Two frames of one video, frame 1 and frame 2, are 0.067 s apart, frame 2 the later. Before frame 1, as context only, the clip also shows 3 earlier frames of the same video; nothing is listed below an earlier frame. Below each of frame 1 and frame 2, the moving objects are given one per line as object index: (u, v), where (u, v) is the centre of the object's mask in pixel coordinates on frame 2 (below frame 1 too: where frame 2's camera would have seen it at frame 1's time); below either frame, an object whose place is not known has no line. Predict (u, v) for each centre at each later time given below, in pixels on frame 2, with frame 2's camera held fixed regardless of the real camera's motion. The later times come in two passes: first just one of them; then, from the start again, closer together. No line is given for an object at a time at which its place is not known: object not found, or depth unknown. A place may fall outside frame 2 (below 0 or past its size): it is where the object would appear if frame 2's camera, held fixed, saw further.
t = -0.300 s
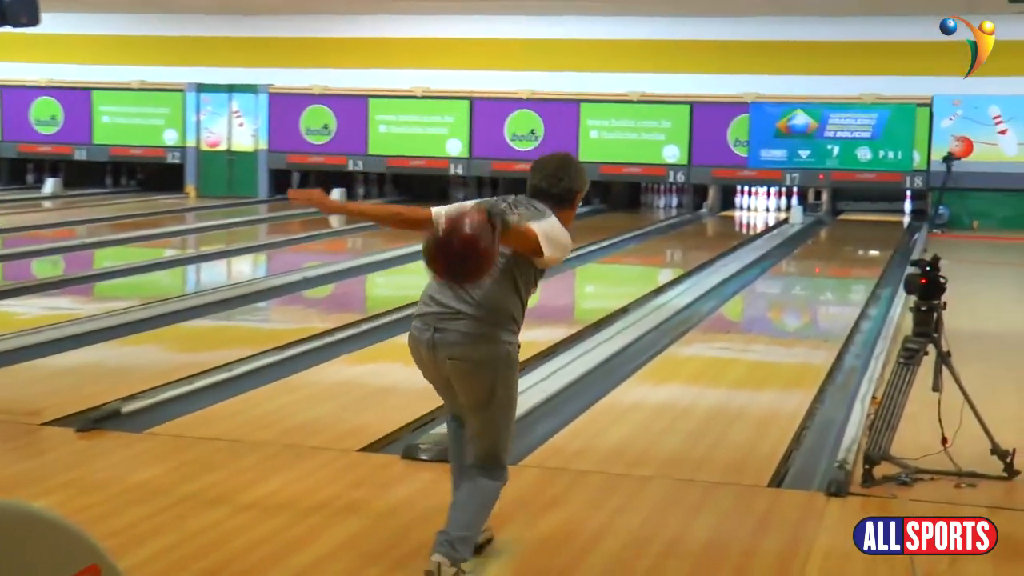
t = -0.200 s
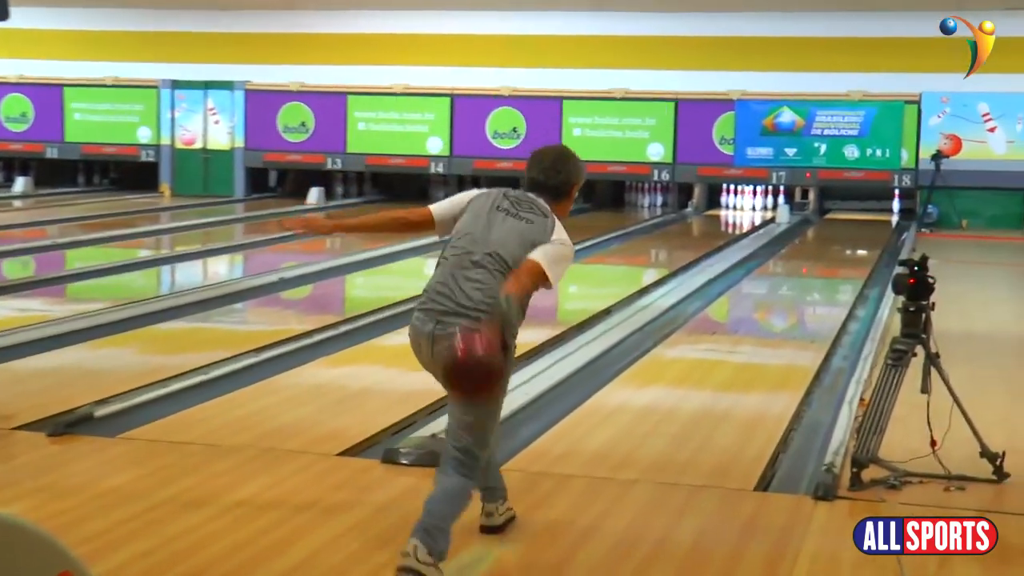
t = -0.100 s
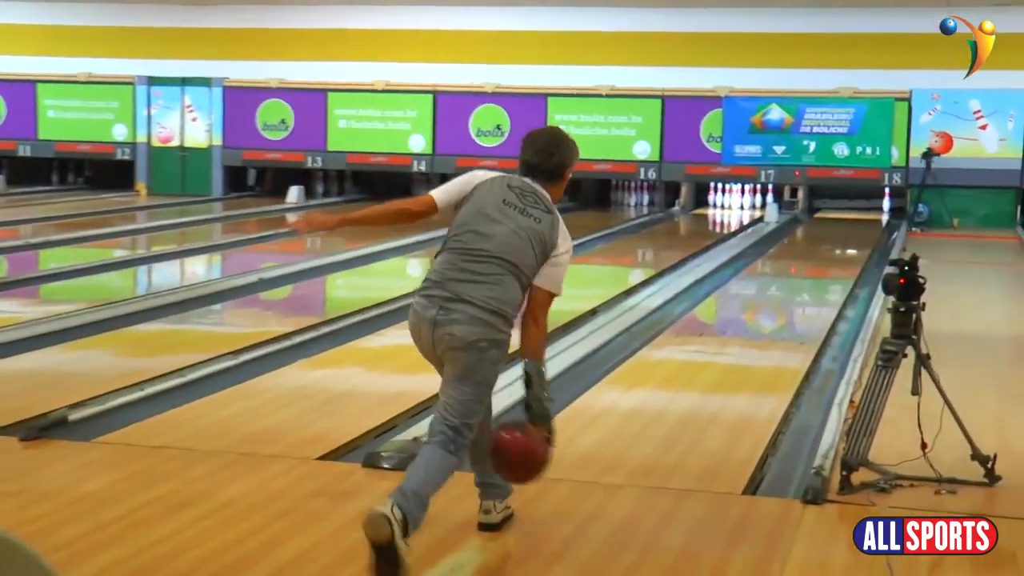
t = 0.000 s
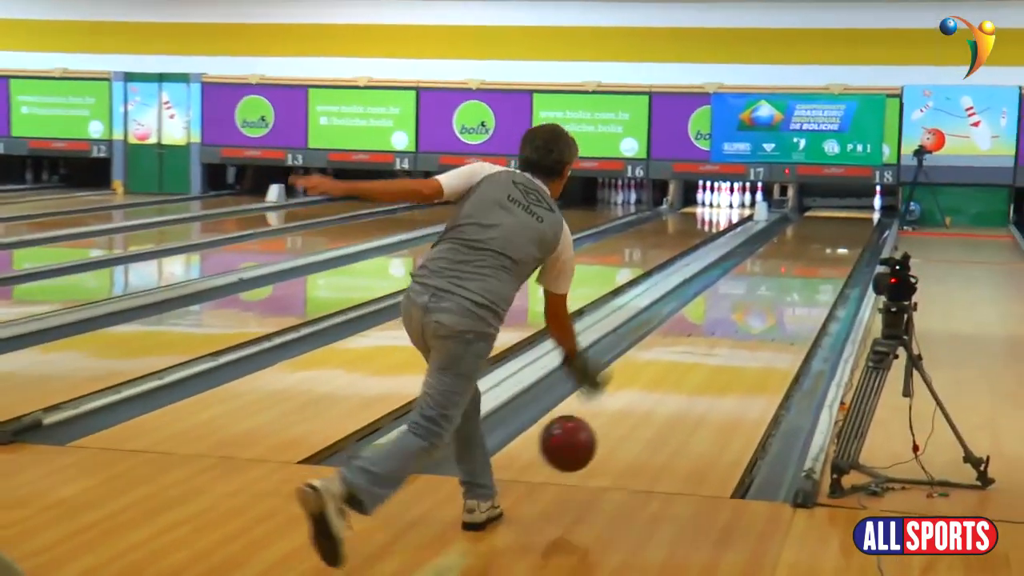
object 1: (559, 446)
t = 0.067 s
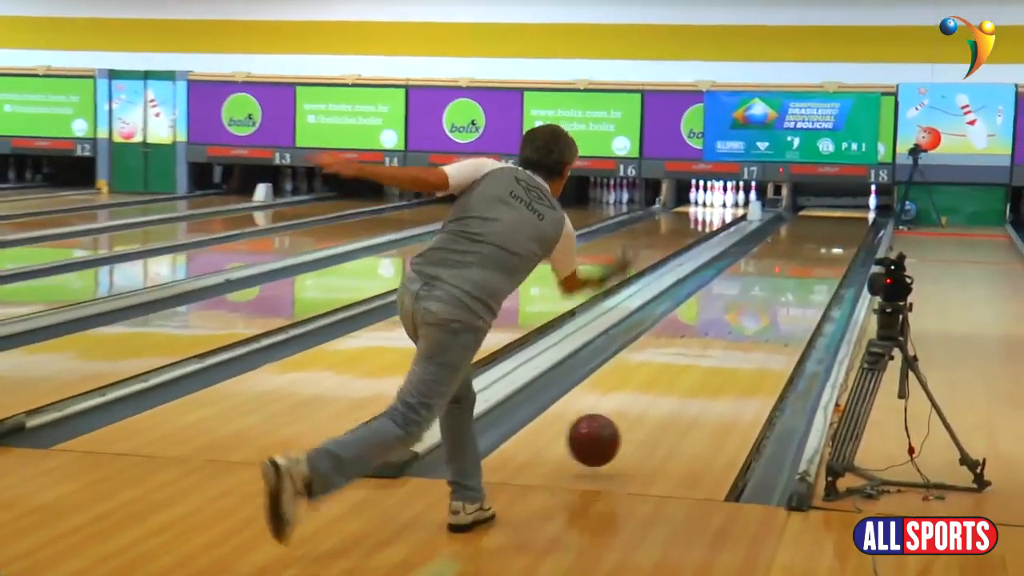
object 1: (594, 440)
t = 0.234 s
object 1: (660, 395)
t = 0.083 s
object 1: (601, 440)
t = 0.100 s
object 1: (609, 438)
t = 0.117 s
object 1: (616, 431)
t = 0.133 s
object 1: (623, 426)
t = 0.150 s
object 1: (630, 420)
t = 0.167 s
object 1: (636, 415)
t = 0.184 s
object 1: (642, 409)
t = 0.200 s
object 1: (649, 404)
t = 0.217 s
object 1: (654, 399)
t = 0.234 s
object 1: (660, 395)
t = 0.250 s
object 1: (665, 390)
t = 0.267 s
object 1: (670, 386)
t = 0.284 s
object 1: (675, 382)
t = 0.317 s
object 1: (685, 374)
